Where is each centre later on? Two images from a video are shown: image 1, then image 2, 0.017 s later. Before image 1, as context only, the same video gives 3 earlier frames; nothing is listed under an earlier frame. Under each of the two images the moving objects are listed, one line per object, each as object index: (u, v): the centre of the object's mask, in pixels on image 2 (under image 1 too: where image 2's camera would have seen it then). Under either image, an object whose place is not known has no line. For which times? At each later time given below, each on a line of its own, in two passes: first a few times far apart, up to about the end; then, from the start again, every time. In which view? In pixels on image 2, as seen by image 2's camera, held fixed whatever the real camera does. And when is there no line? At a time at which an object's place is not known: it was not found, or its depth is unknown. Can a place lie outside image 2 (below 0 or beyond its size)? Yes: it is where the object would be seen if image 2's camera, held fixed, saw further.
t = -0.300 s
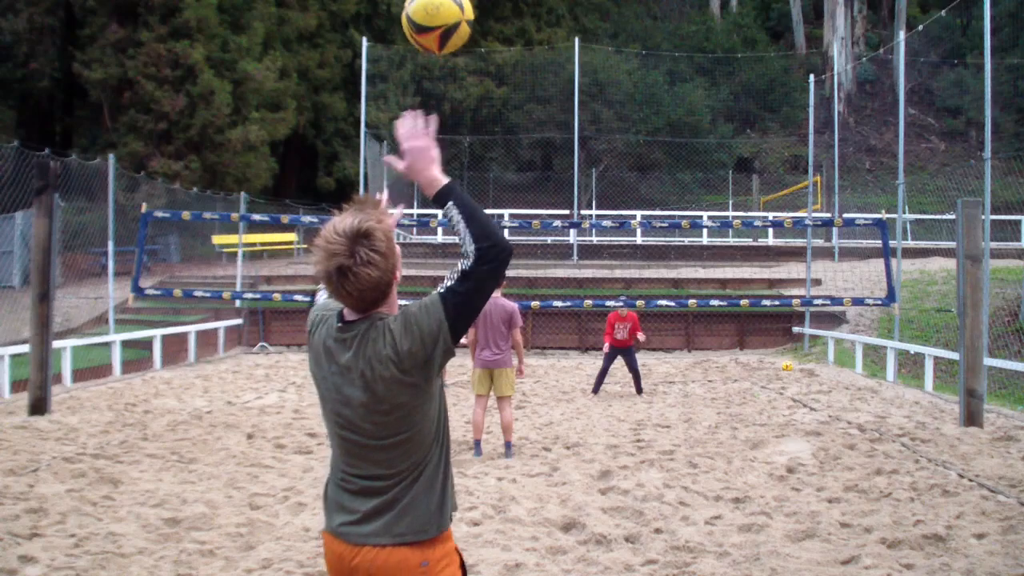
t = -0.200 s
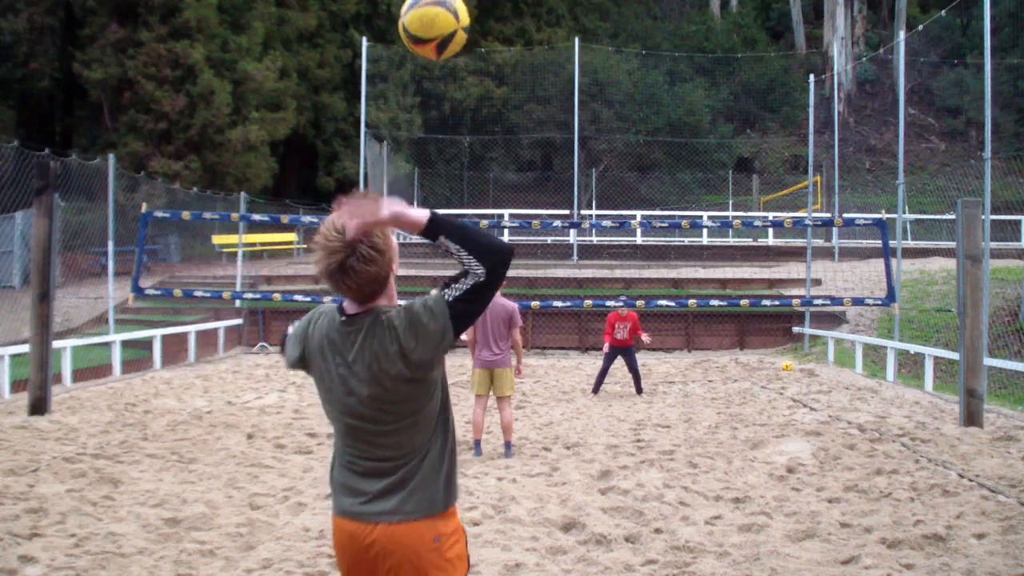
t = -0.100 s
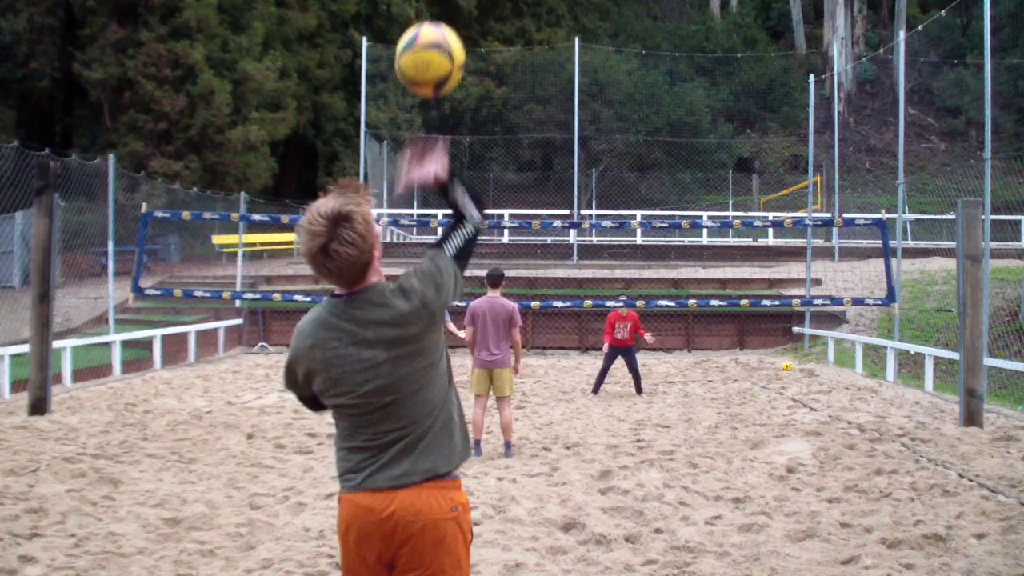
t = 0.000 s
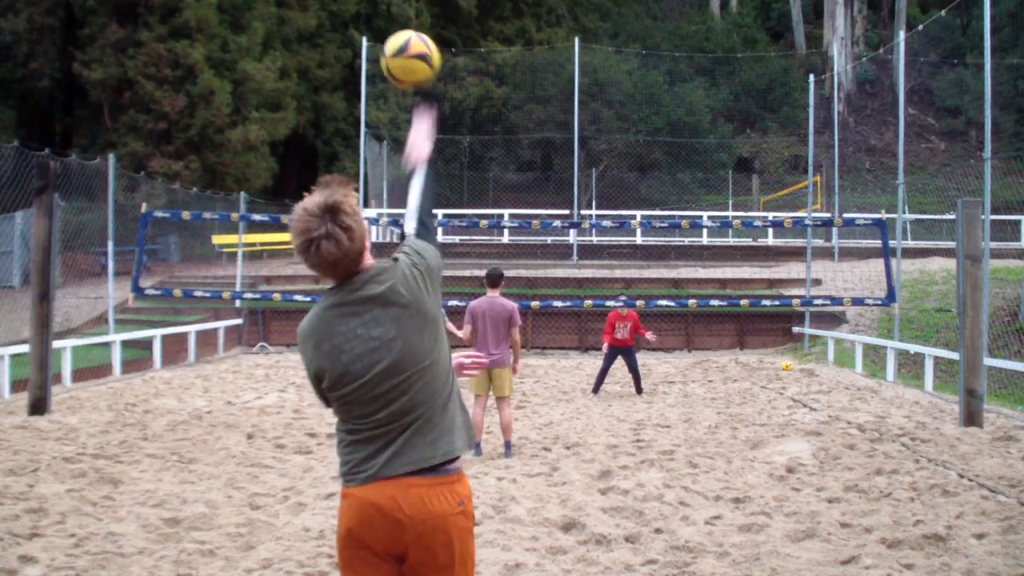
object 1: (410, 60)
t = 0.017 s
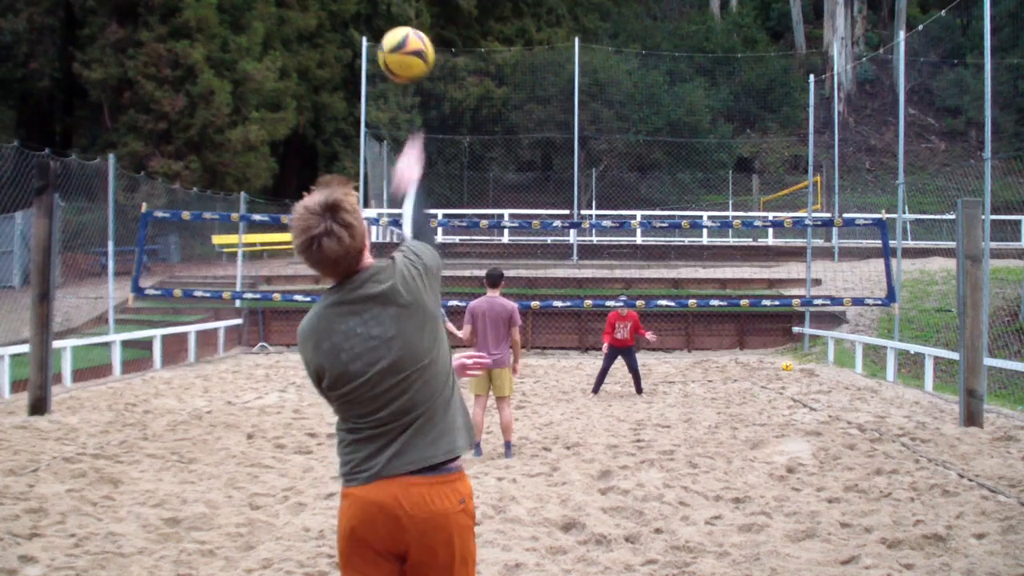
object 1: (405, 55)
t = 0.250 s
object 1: (370, 49)
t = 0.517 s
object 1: (348, 108)
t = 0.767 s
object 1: (330, 190)
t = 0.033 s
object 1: (402, 50)
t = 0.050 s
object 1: (398, 47)
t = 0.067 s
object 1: (394, 44)
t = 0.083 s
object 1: (391, 42)
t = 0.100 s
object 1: (388, 41)
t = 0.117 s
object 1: (386, 40)
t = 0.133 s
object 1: (383, 40)
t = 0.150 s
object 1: (381, 40)
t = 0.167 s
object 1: (379, 40)
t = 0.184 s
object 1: (377, 41)
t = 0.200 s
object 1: (375, 43)
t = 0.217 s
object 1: (374, 44)
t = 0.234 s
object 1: (372, 46)
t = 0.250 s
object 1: (370, 49)
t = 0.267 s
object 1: (369, 51)
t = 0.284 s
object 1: (367, 53)
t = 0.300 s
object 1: (365, 56)
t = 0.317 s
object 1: (363, 60)
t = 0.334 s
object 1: (362, 63)
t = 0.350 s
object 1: (361, 66)
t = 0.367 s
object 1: (359, 70)
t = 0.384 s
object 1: (358, 74)
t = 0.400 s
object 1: (357, 78)
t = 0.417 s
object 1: (355, 82)
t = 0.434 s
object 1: (354, 86)
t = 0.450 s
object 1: (353, 90)
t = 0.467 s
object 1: (351, 95)
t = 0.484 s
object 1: (350, 99)
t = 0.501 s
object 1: (349, 104)
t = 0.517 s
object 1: (348, 108)
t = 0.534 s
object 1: (347, 113)
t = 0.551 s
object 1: (346, 118)
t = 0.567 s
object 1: (344, 123)
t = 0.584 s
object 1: (343, 128)
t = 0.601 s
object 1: (341, 134)
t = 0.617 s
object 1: (340, 139)
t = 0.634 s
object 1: (339, 144)
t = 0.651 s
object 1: (338, 150)
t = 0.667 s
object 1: (337, 155)
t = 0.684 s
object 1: (335, 161)
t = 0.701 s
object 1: (335, 166)
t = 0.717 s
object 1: (333, 172)
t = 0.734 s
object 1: (332, 178)
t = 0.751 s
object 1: (331, 184)
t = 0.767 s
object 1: (330, 190)
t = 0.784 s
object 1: (329, 195)
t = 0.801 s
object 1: (328, 201)
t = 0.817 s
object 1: (326, 207)
